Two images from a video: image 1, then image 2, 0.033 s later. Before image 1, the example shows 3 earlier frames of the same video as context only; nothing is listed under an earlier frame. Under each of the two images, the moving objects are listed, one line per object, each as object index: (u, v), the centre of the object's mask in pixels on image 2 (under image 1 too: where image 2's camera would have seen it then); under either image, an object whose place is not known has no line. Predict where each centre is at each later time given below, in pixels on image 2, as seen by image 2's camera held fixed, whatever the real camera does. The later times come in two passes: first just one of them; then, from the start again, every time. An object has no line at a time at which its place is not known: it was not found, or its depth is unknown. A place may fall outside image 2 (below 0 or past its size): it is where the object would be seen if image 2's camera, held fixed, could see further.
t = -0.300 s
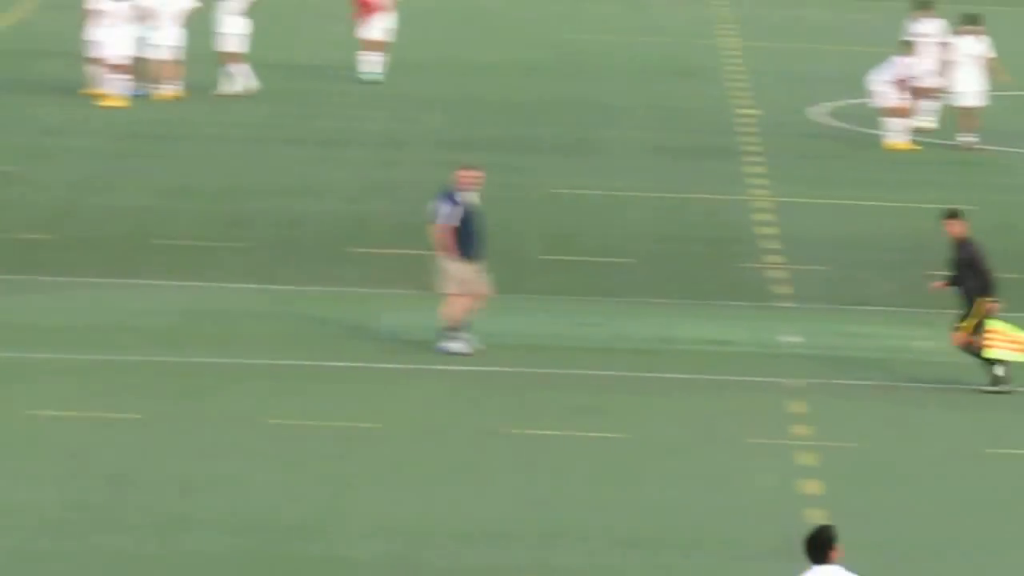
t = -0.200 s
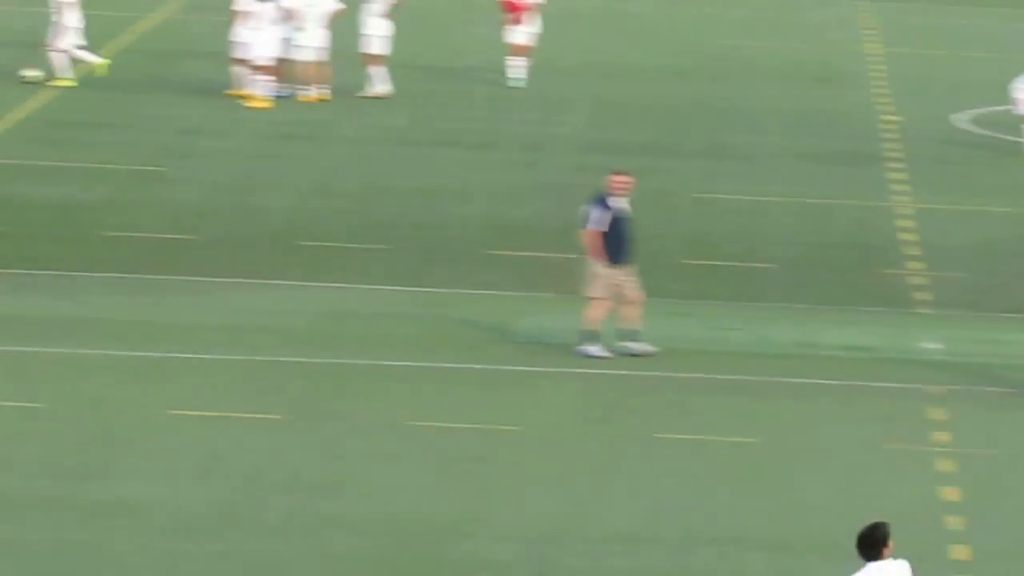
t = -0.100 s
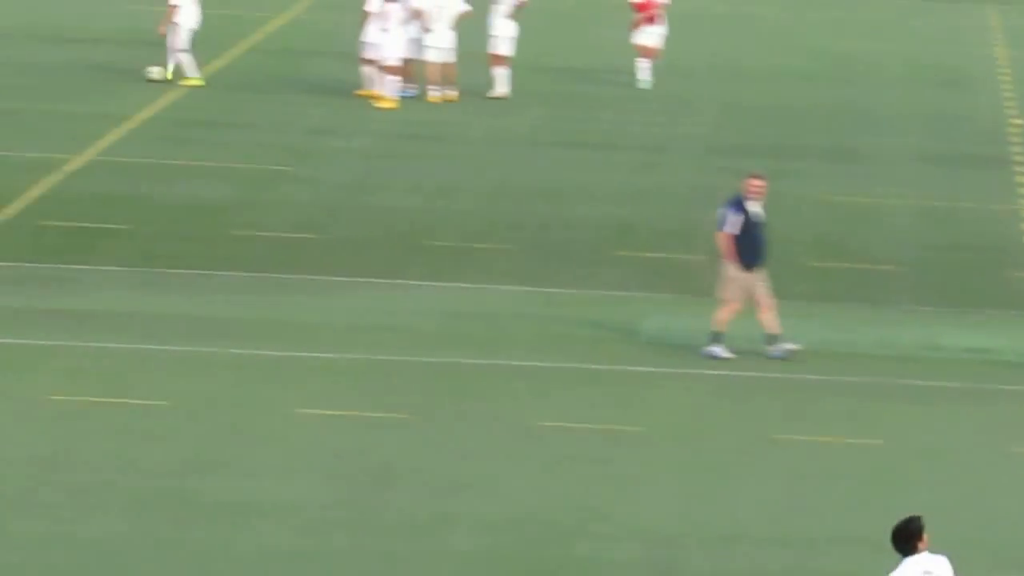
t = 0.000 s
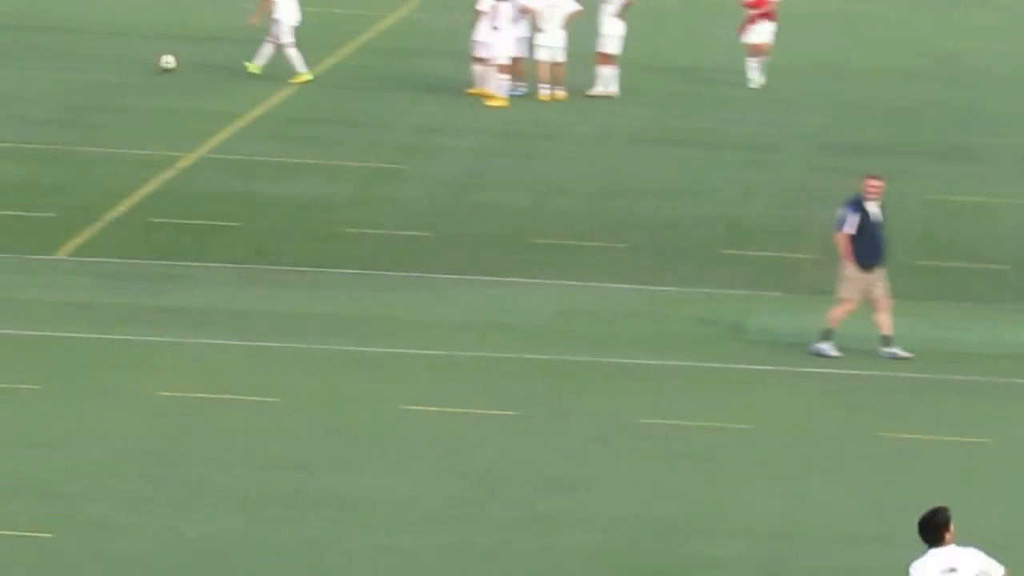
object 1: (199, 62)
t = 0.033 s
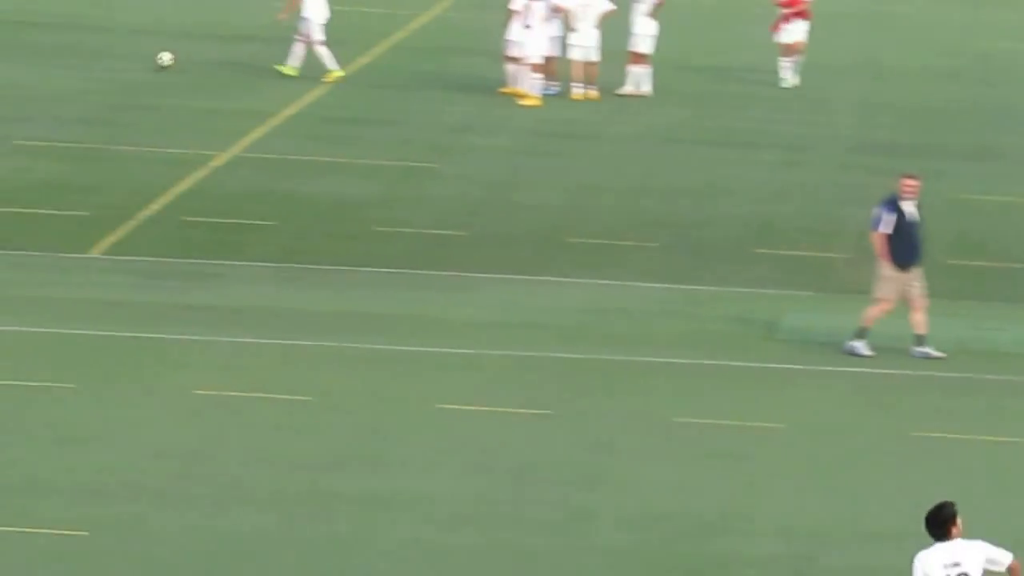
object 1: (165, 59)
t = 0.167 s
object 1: (34, 49)
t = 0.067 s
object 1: (131, 58)
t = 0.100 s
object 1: (98, 56)
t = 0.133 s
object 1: (65, 53)
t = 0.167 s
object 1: (34, 49)
